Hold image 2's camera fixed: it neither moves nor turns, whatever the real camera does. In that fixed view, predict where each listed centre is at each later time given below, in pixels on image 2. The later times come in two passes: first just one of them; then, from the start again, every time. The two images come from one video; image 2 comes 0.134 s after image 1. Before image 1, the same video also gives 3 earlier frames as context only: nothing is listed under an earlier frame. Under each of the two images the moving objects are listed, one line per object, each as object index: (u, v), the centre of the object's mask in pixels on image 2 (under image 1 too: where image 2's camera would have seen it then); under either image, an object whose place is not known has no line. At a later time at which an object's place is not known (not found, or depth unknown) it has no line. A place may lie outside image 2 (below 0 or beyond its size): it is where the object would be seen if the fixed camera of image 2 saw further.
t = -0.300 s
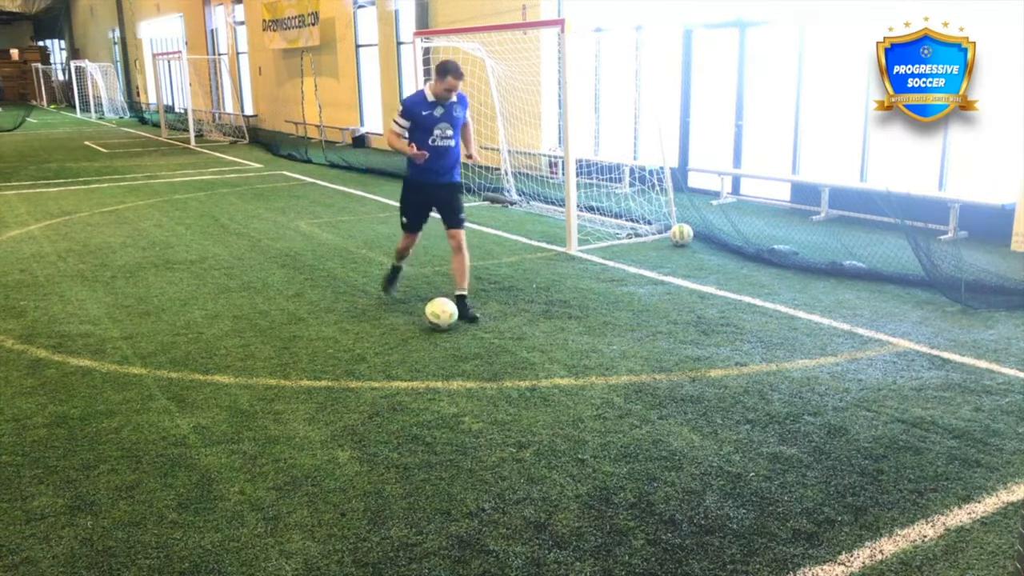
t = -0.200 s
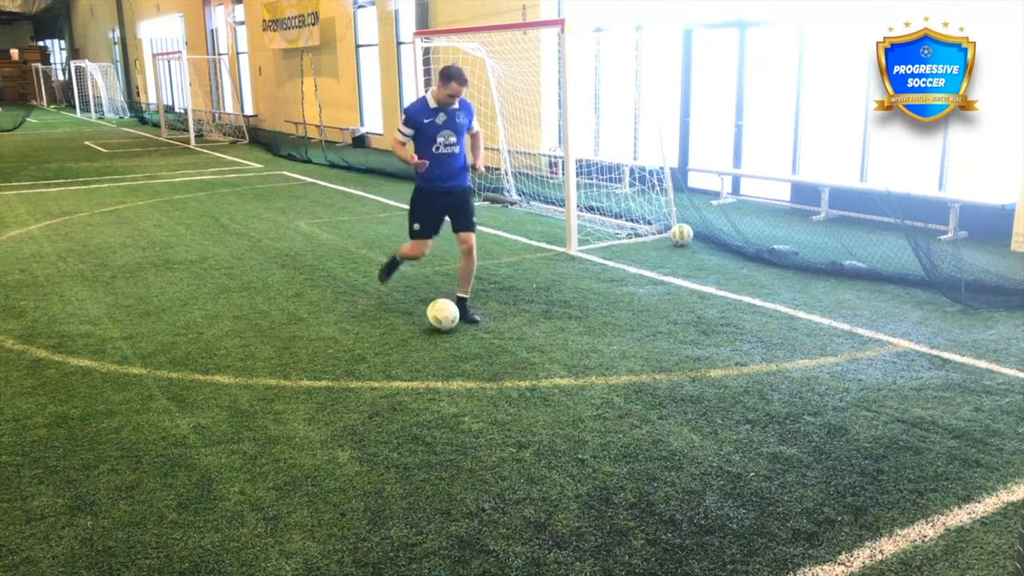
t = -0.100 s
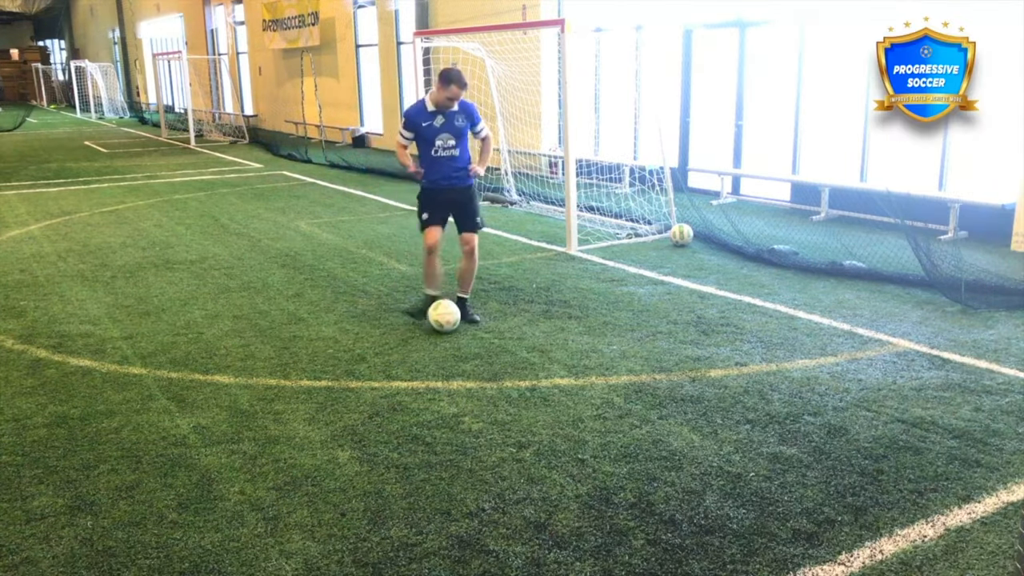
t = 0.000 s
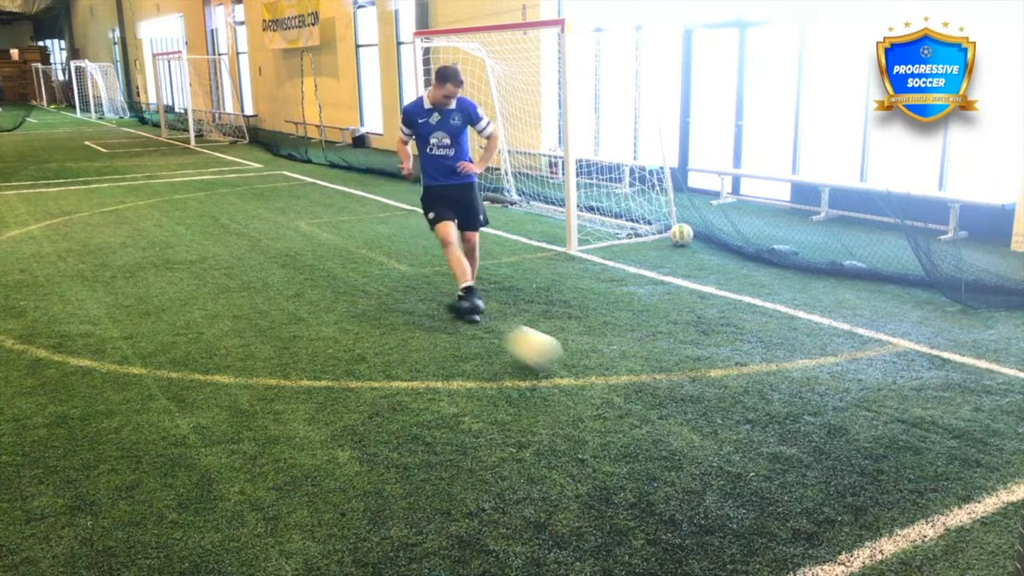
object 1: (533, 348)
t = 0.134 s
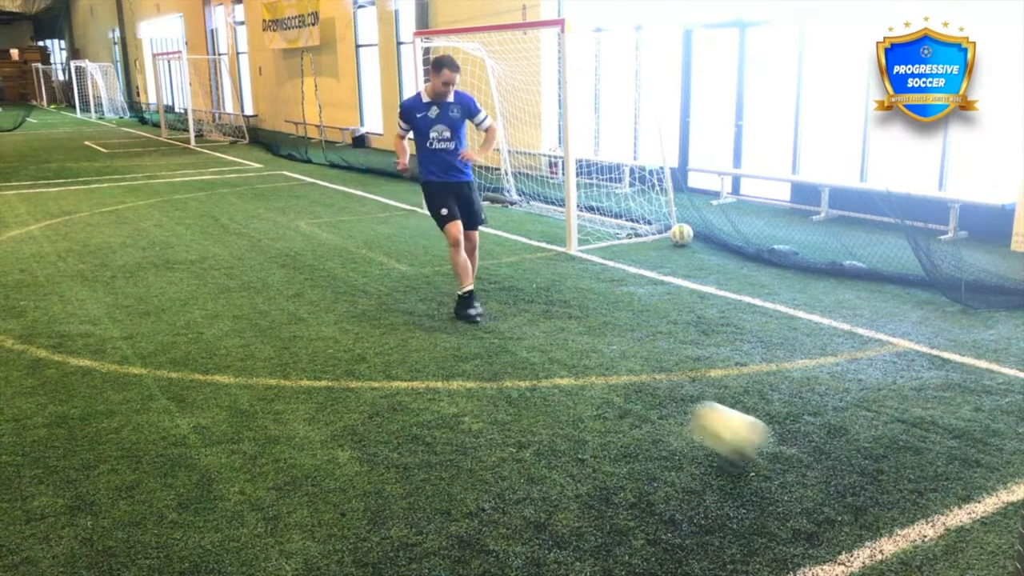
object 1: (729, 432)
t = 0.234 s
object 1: (952, 524)
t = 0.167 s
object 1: (794, 459)
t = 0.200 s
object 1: (868, 494)
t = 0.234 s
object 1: (952, 524)
